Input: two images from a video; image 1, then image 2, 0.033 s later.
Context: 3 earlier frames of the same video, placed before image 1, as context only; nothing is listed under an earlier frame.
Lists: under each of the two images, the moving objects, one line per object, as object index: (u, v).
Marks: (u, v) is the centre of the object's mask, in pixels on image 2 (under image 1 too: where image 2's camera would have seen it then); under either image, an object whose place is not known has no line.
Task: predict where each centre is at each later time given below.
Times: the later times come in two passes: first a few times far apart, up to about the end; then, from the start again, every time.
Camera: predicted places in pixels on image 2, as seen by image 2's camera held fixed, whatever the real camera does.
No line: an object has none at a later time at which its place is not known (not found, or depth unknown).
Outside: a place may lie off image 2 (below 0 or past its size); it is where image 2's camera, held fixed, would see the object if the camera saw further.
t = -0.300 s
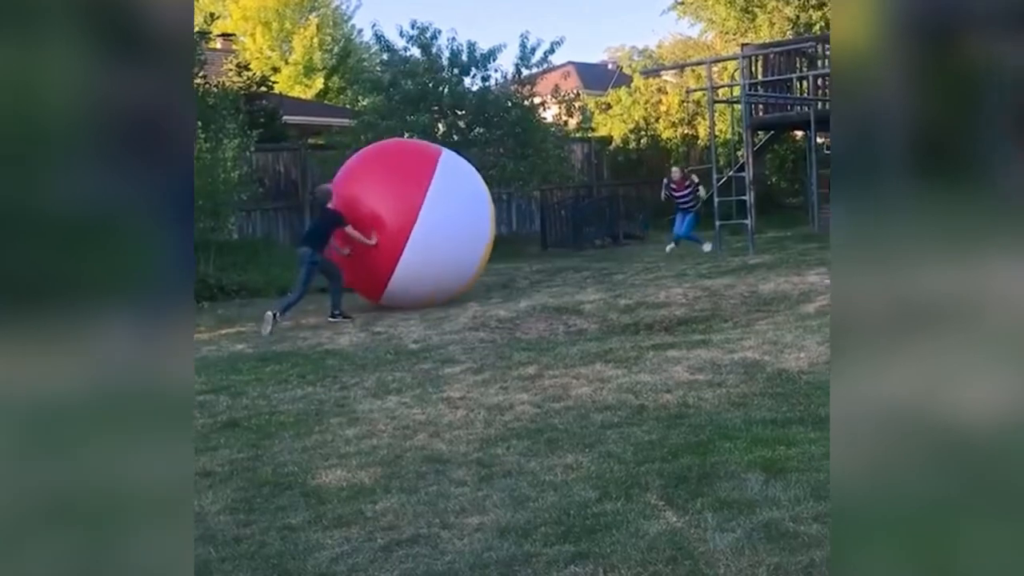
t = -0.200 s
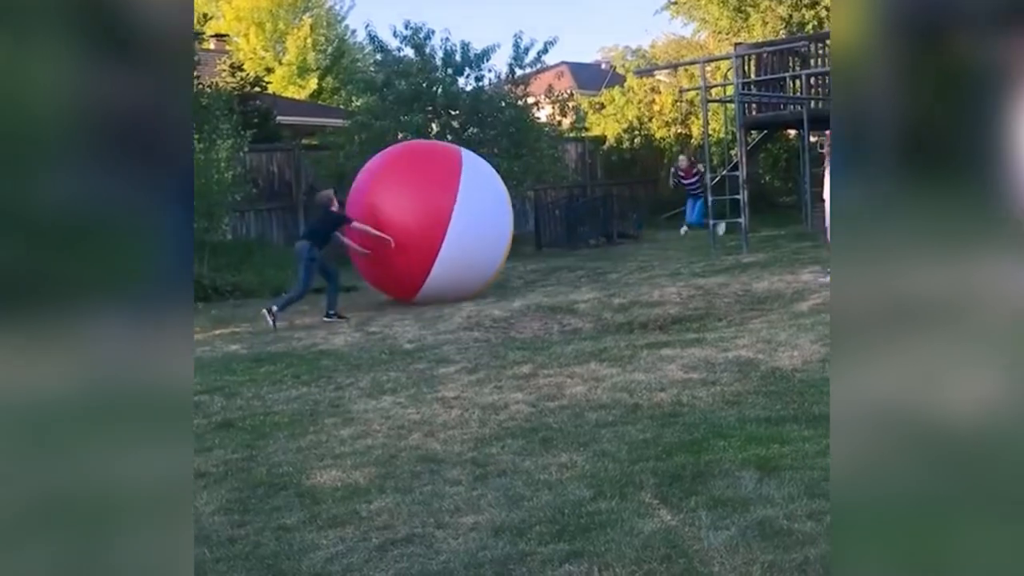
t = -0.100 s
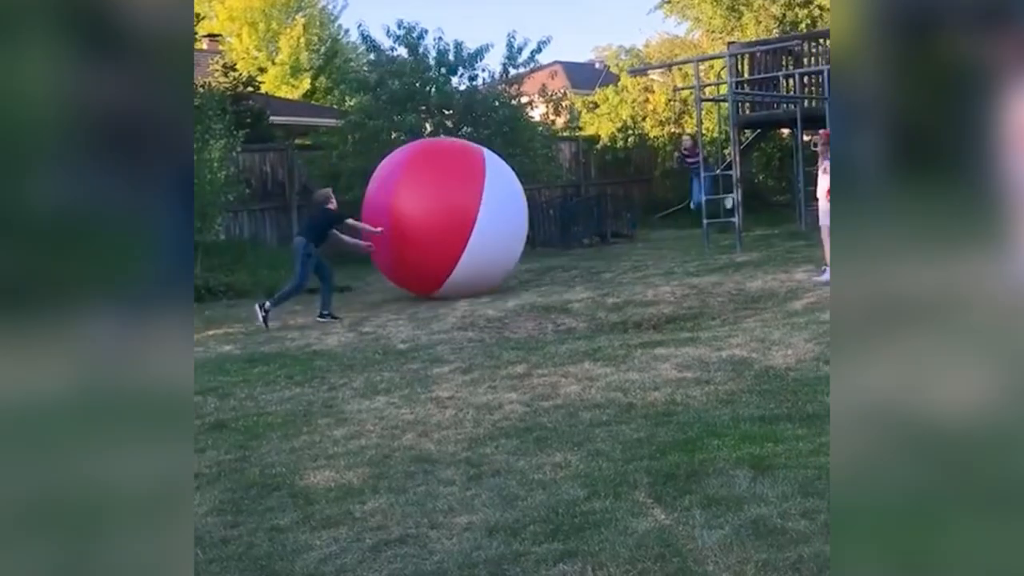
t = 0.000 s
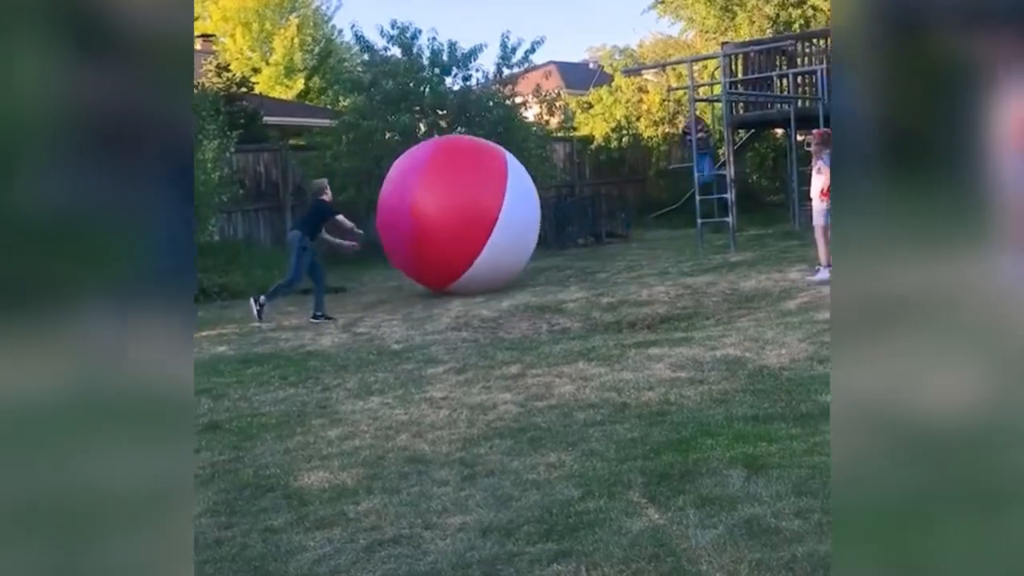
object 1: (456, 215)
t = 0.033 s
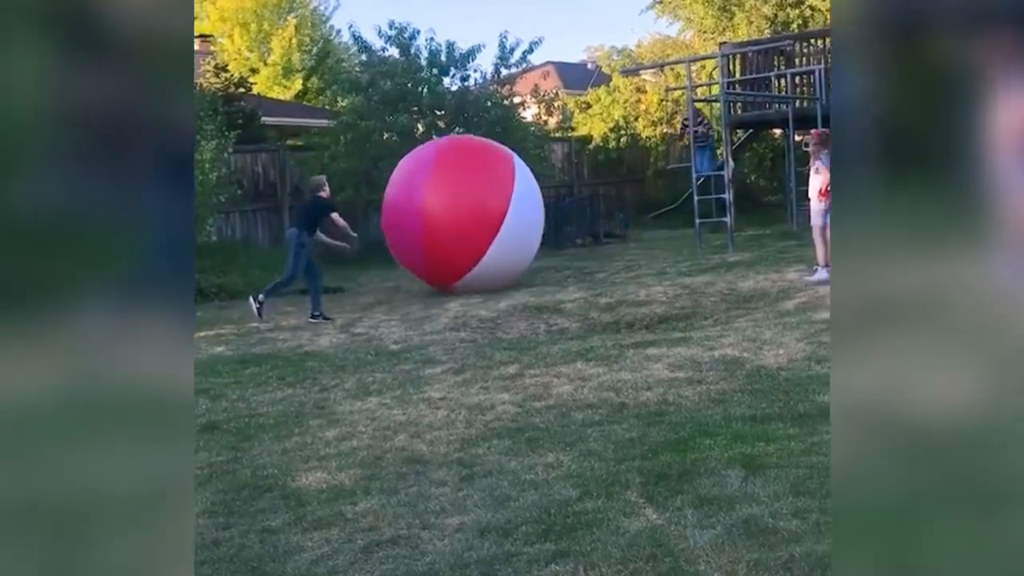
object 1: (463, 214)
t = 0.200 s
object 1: (492, 213)
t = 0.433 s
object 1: (525, 207)
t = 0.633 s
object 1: (549, 207)
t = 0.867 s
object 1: (575, 199)
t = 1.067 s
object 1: (595, 200)
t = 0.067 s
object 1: (469, 213)
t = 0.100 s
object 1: (475, 213)
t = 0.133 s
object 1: (482, 213)
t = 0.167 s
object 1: (487, 213)
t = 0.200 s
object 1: (492, 213)
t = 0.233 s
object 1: (497, 212)
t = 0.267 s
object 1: (502, 212)
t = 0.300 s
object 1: (507, 211)
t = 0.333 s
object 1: (511, 210)
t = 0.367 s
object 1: (516, 208)
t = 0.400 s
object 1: (520, 208)
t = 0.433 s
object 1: (525, 207)
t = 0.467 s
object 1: (529, 207)
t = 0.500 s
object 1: (533, 206)
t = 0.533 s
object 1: (537, 206)
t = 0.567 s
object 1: (541, 207)
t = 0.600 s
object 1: (545, 207)
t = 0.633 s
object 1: (549, 207)
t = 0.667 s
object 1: (553, 206)
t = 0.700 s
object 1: (557, 205)
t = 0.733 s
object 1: (561, 204)
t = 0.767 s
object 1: (565, 203)
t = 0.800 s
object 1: (568, 201)
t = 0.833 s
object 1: (572, 200)
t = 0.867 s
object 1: (575, 199)
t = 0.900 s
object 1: (579, 199)
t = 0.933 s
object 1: (582, 198)
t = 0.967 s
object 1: (585, 199)
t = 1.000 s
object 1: (589, 199)
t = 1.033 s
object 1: (592, 199)
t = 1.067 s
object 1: (595, 200)
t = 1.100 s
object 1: (598, 200)
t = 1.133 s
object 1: (602, 200)
